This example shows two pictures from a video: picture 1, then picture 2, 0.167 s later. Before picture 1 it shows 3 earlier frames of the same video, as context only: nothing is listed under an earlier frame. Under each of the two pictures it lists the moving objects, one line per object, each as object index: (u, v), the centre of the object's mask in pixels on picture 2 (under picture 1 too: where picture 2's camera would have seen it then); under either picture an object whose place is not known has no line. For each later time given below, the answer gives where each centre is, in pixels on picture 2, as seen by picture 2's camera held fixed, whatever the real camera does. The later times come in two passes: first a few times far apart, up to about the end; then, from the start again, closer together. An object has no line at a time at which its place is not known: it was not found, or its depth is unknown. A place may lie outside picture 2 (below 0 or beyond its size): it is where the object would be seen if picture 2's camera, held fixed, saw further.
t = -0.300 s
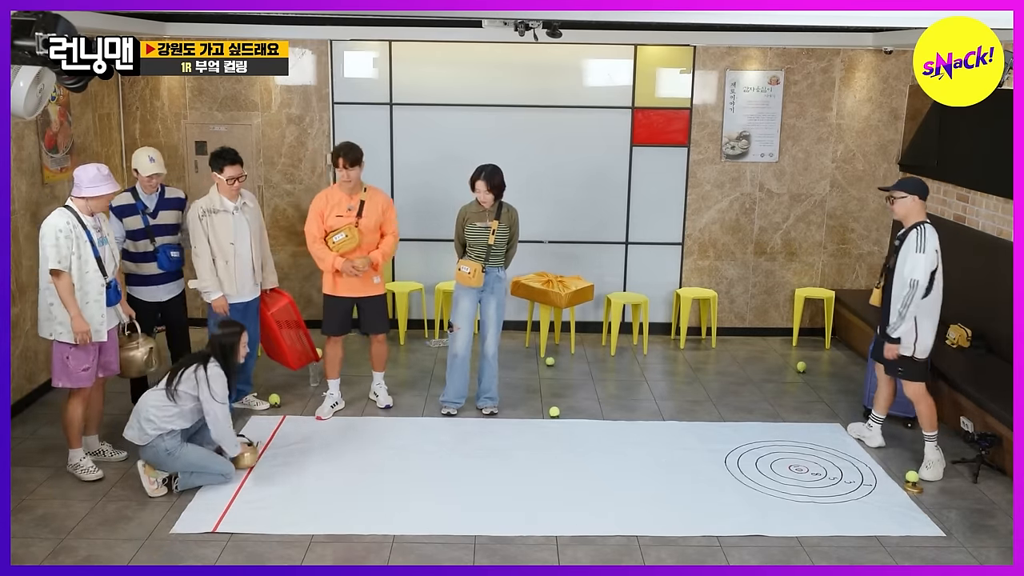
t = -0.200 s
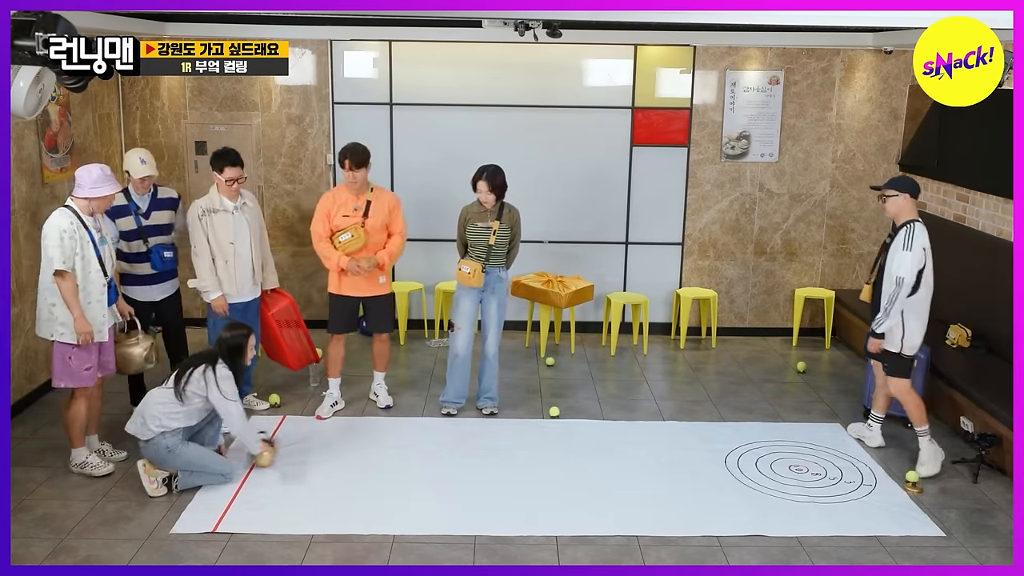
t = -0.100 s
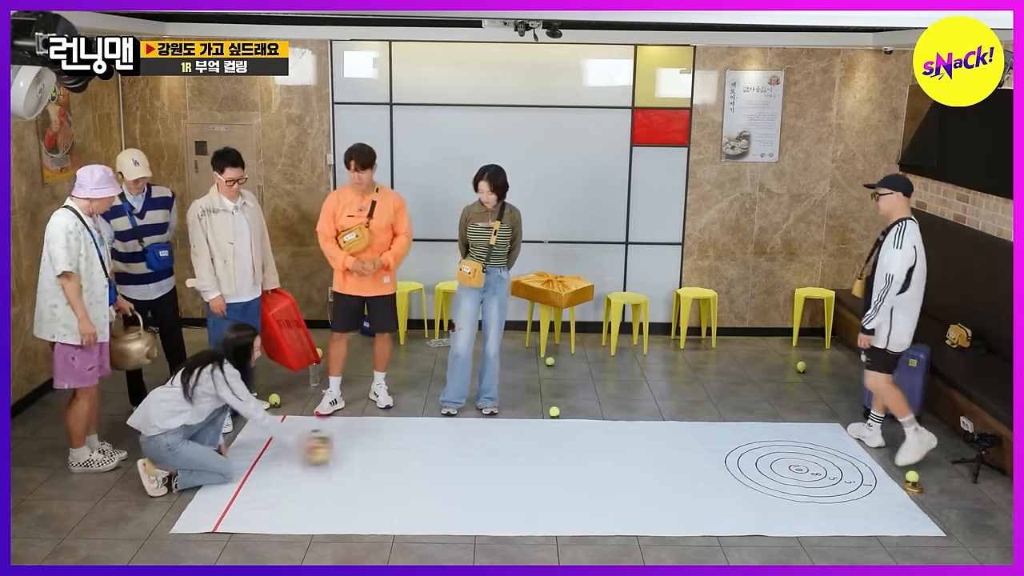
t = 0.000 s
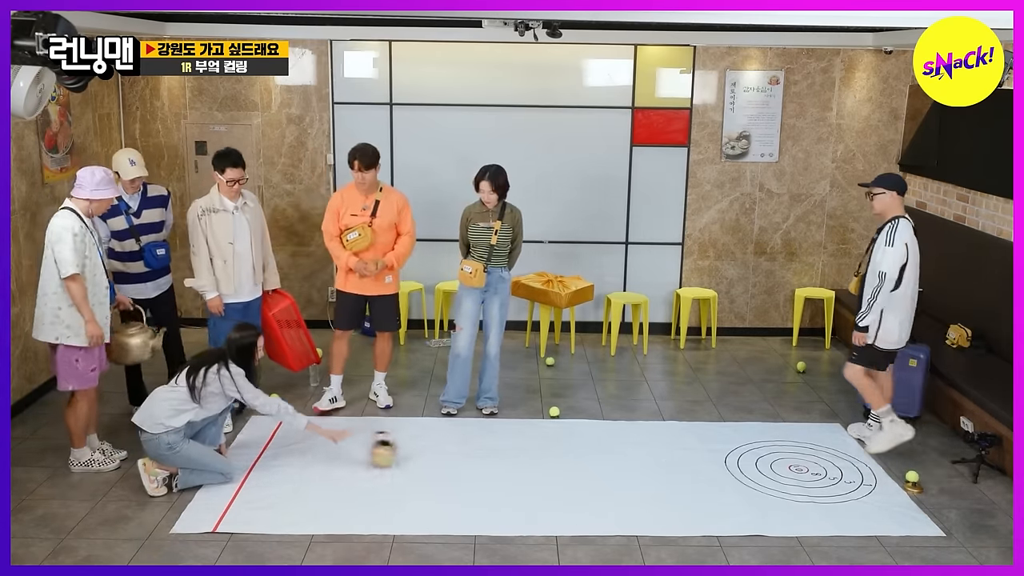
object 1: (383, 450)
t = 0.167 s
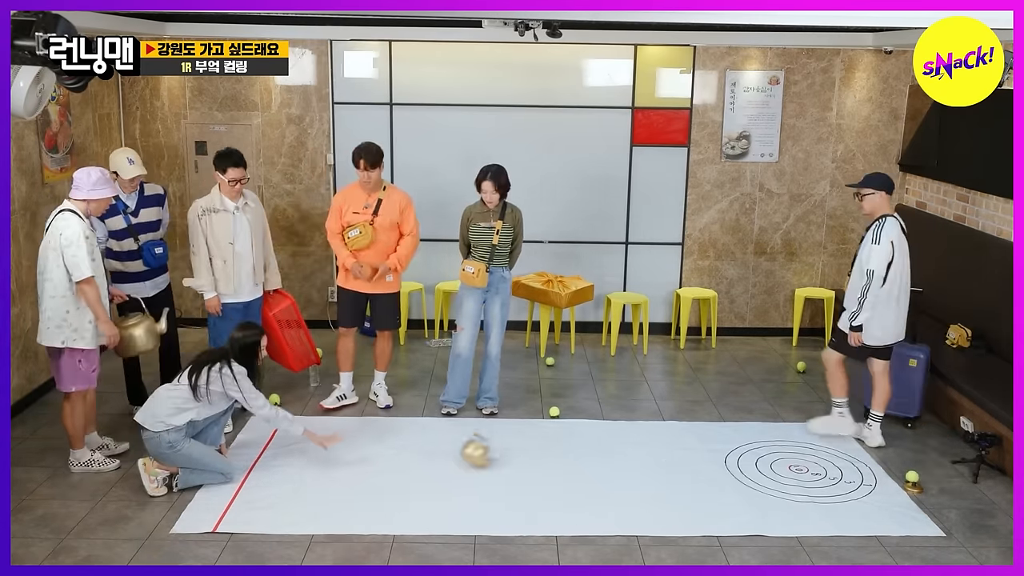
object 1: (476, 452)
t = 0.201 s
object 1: (492, 451)
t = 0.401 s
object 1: (580, 454)
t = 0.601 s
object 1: (644, 453)
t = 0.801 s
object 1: (691, 454)
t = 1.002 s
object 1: (718, 458)
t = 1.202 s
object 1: (737, 462)
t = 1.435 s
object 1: (763, 470)
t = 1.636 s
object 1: (776, 475)
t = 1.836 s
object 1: (776, 475)
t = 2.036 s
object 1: (776, 475)
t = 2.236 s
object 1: (776, 475)
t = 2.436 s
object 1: (776, 475)
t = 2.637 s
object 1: (776, 475)
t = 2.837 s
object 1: (776, 475)
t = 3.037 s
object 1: (776, 475)
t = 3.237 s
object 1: (776, 475)
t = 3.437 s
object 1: (776, 475)
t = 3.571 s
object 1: (776, 475)
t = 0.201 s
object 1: (492, 451)
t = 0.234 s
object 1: (509, 452)
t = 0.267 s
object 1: (525, 454)
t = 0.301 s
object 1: (539, 455)
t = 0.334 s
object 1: (554, 455)
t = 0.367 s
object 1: (567, 454)
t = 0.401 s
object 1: (580, 454)
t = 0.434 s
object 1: (592, 454)
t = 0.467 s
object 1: (604, 454)
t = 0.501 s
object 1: (615, 454)
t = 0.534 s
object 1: (625, 453)
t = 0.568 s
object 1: (635, 453)
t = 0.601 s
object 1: (644, 453)
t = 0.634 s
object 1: (654, 452)
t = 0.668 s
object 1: (662, 452)
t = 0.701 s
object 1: (670, 451)
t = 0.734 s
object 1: (678, 451)
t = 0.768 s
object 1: (685, 453)
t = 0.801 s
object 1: (691, 454)
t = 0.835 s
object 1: (697, 454)
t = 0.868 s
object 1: (702, 455)
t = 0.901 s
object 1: (707, 455)
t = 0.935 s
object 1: (711, 456)
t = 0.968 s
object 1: (715, 457)
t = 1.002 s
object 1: (718, 458)
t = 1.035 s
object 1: (722, 458)
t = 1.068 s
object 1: (725, 459)
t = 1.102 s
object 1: (728, 459)
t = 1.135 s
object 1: (731, 460)
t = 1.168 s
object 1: (734, 461)
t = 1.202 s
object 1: (737, 462)
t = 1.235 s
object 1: (739, 463)
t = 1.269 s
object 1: (744, 464)
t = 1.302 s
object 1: (748, 465)
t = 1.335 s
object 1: (752, 466)
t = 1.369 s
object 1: (756, 468)
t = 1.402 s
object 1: (760, 470)
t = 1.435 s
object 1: (763, 470)
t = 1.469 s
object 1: (767, 471)
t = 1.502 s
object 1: (770, 472)
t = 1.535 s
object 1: (773, 474)
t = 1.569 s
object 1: (775, 474)
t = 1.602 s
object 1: (776, 475)
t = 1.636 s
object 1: (776, 475)
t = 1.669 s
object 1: (776, 475)
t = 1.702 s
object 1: (776, 475)
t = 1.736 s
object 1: (776, 475)
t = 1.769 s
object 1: (776, 475)
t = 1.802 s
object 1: (776, 475)
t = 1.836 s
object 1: (776, 475)
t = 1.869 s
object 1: (776, 475)
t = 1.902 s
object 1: (776, 475)
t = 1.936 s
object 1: (776, 475)
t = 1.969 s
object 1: (776, 475)
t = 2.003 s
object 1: (776, 475)
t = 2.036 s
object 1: (776, 475)
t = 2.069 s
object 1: (776, 475)
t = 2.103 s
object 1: (776, 475)
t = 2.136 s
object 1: (776, 475)
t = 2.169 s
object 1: (776, 475)
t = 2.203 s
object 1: (776, 475)
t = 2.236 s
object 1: (776, 475)
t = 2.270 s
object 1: (776, 475)
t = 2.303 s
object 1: (776, 475)
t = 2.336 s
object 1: (776, 475)
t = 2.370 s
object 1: (776, 475)
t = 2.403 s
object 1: (776, 475)
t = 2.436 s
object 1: (776, 475)
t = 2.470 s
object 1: (776, 475)
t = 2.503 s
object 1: (776, 475)
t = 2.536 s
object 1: (776, 475)
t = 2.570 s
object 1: (776, 475)
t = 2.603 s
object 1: (776, 475)
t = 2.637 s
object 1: (776, 475)
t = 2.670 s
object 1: (776, 475)
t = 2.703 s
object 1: (776, 475)
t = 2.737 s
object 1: (776, 475)
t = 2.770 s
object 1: (776, 475)
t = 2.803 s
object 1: (776, 475)
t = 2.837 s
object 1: (776, 475)
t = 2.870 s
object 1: (776, 475)
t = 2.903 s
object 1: (776, 475)
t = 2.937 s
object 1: (776, 475)
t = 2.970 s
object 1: (776, 475)
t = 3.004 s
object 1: (776, 475)
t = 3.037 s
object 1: (776, 475)
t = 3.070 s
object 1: (776, 475)
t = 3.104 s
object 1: (776, 475)
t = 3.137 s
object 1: (776, 475)
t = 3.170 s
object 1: (776, 475)
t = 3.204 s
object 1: (776, 475)
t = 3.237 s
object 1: (776, 475)
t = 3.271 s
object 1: (776, 475)
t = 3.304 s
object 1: (776, 475)
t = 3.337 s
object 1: (776, 475)
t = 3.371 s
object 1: (776, 475)
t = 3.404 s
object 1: (776, 475)
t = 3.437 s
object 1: (776, 475)
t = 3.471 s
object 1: (776, 475)
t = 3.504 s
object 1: (776, 475)
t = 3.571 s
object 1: (776, 475)
